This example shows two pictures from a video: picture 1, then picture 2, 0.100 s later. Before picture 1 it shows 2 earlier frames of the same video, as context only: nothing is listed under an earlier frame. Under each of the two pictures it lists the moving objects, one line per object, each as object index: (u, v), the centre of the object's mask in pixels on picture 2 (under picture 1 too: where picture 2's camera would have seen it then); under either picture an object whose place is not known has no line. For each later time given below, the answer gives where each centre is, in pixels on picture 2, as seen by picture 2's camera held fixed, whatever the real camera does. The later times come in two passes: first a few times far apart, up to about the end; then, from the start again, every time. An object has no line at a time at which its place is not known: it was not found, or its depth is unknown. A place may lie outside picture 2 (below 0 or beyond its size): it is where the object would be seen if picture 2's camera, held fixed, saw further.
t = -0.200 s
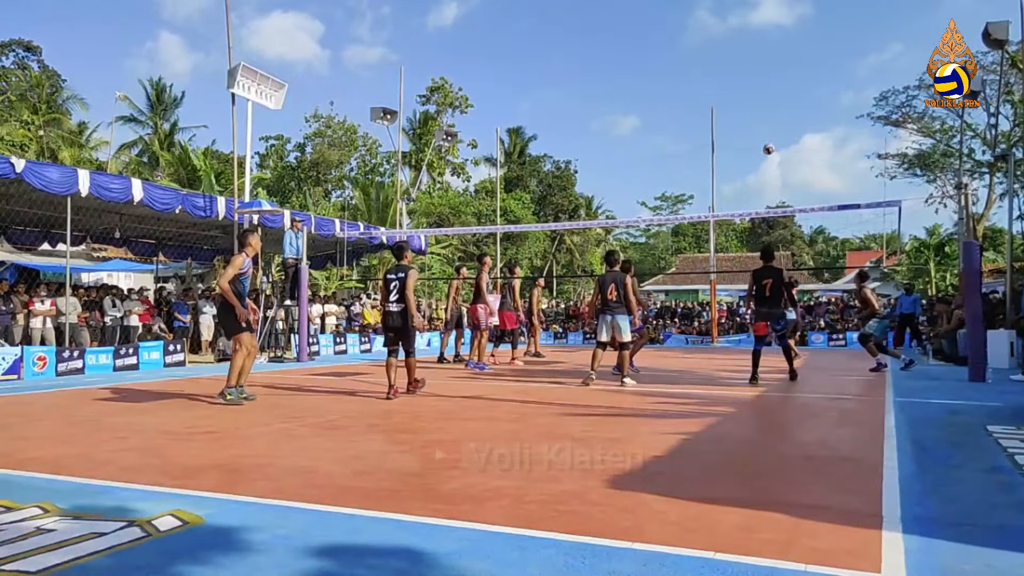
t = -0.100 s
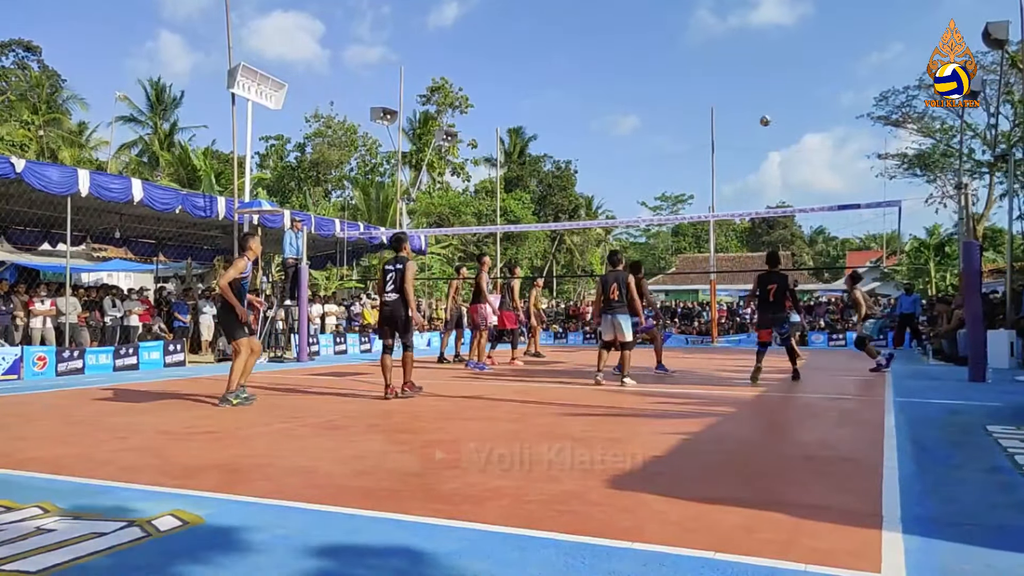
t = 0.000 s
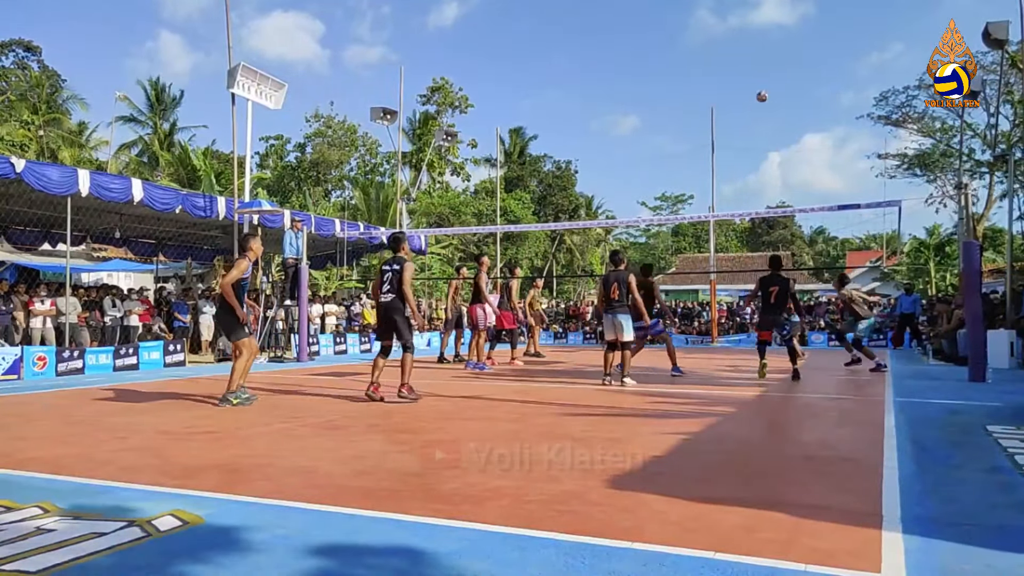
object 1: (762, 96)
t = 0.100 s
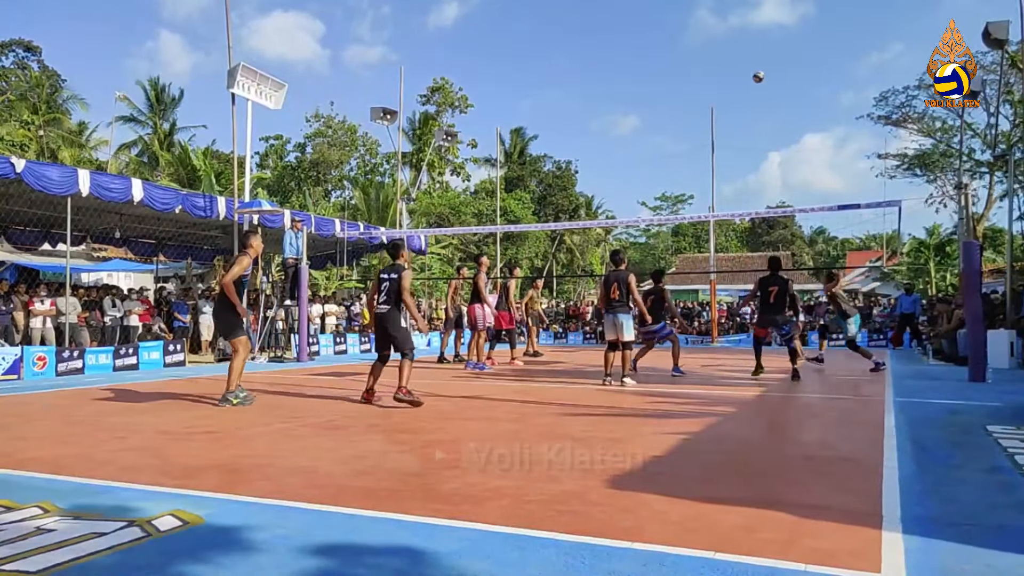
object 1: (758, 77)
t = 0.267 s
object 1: (752, 55)
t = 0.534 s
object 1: (742, 49)
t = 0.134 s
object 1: (757, 71)
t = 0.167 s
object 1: (756, 66)
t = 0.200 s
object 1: (755, 62)
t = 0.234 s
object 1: (754, 58)
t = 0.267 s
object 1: (752, 55)
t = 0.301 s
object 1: (751, 52)
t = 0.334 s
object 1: (750, 50)
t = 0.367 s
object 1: (748, 49)
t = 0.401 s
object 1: (747, 47)
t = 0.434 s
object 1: (745, 47)
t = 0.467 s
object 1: (744, 47)
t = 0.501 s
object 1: (743, 48)
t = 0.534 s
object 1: (742, 49)
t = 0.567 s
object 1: (740, 51)
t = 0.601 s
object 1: (739, 54)
